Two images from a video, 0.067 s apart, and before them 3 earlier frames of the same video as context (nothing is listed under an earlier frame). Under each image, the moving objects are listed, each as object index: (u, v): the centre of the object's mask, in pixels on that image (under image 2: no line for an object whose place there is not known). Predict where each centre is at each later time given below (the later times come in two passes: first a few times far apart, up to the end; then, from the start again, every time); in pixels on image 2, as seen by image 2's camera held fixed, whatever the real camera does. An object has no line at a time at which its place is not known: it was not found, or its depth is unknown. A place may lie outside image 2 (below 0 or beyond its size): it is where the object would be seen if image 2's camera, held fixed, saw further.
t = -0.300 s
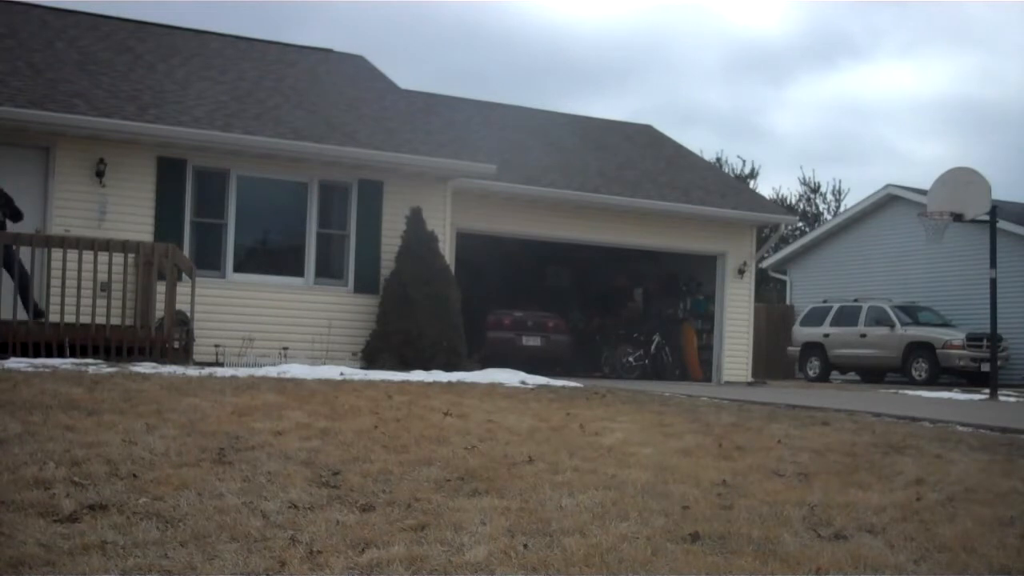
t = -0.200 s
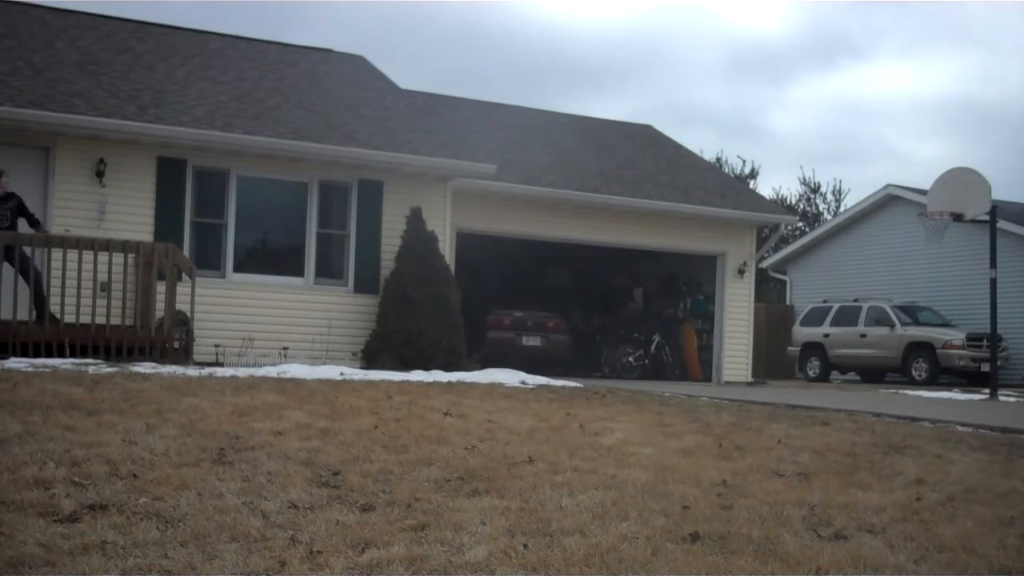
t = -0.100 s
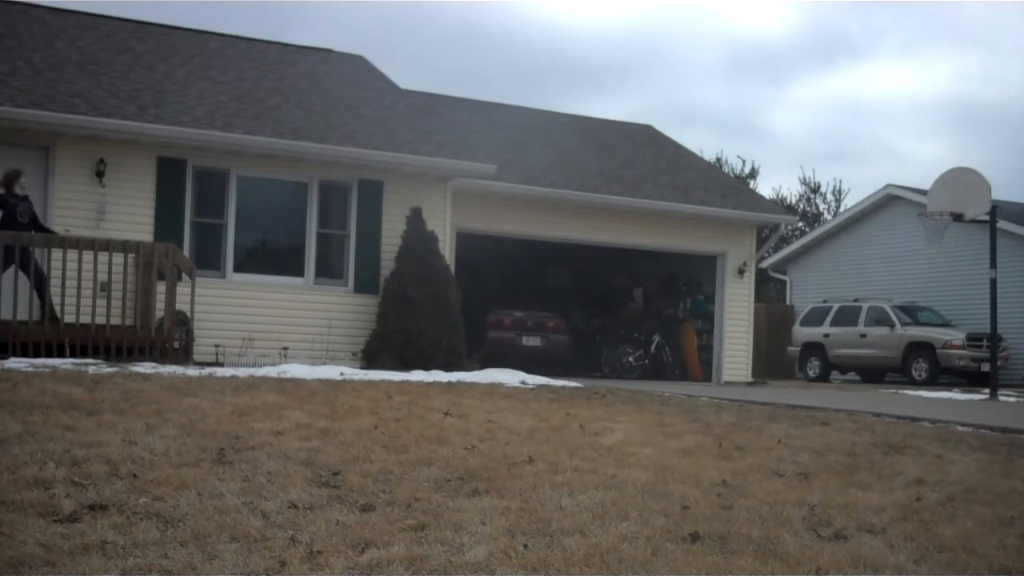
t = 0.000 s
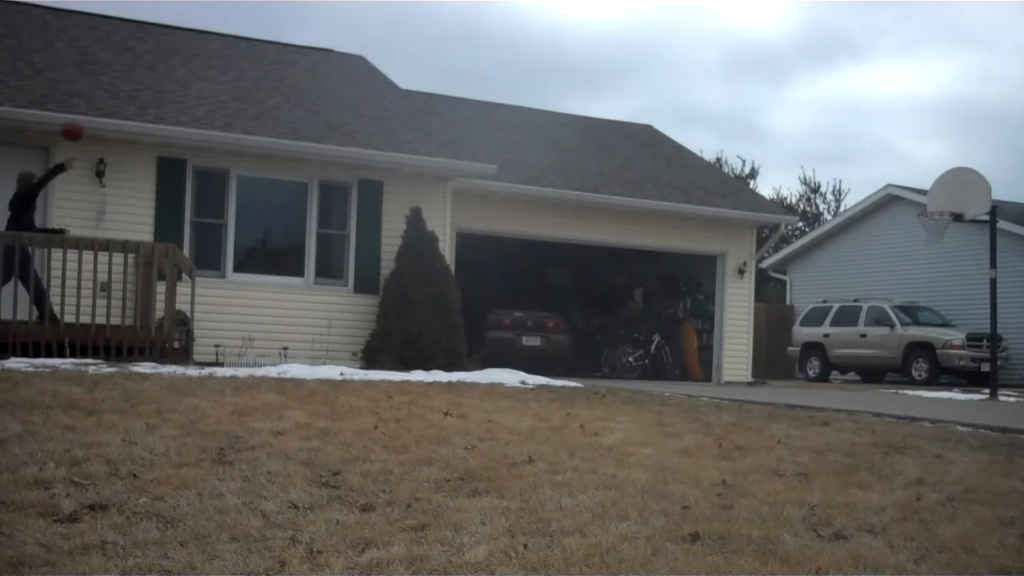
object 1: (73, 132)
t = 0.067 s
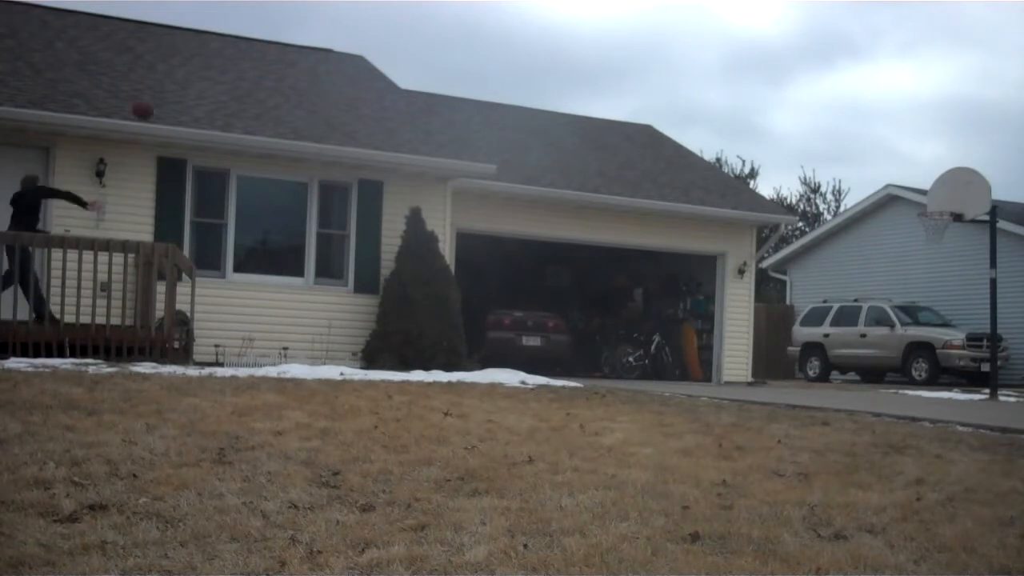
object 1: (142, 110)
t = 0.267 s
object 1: (334, 67)
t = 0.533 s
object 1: (548, 54)
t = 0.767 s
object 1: (701, 79)
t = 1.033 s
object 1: (847, 144)
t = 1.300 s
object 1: (948, 224)
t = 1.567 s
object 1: (926, 244)
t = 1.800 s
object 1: (904, 302)
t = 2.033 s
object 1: (887, 376)
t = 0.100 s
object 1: (176, 100)
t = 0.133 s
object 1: (209, 93)
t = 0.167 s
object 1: (242, 86)
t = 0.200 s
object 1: (273, 78)
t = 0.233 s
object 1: (304, 74)
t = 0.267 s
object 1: (334, 67)
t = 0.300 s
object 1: (364, 63)
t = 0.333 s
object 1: (392, 59)
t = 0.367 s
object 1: (420, 56)
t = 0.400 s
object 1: (447, 54)
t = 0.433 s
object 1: (473, 53)
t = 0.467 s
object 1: (498, 53)
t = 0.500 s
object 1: (523, 53)
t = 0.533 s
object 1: (548, 54)
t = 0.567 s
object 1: (571, 56)
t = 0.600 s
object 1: (594, 58)
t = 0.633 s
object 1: (617, 61)
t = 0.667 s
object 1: (639, 64)
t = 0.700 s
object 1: (660, 69)
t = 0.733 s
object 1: (681, 74)
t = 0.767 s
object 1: (701, 79)
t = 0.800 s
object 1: (721, 86)
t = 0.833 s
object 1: (740, 92)
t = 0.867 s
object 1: (759, 100)
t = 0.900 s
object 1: (778, 107)
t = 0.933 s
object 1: (796, 116)
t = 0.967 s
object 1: (813, 125)
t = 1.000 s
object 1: (830, 134)
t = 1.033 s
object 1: (847, 144)
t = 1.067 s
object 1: (863, 155)
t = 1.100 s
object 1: (879, 166)
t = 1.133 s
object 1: (894, 178)
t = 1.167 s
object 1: (910, 190)
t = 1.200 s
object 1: (924, 203)
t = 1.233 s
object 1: (938, 216)
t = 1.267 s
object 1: (946, 224)
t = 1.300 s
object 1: (948, 224)
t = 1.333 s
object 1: (946, 223)
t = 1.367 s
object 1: (943, 221)
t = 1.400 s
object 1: (941, 223)
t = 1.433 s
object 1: (938, 225)
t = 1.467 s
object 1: (935, 228)
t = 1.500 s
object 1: (933, 232)
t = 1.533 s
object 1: (929, 238)
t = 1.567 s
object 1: (926, 244)
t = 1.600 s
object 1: (923, 250)
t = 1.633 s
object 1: (920, 258)
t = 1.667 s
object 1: (917, 266)
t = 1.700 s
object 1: (914, 275)
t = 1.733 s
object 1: (911, 284)
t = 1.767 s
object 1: (907, 295)
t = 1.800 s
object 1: (904, 302)
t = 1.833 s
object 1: (901, 317)
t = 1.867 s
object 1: (899, 331)
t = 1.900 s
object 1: (895, 346)
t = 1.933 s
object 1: (890, 363)
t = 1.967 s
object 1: (889, 375)
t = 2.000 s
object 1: (887, 387)
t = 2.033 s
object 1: (887, 376)
